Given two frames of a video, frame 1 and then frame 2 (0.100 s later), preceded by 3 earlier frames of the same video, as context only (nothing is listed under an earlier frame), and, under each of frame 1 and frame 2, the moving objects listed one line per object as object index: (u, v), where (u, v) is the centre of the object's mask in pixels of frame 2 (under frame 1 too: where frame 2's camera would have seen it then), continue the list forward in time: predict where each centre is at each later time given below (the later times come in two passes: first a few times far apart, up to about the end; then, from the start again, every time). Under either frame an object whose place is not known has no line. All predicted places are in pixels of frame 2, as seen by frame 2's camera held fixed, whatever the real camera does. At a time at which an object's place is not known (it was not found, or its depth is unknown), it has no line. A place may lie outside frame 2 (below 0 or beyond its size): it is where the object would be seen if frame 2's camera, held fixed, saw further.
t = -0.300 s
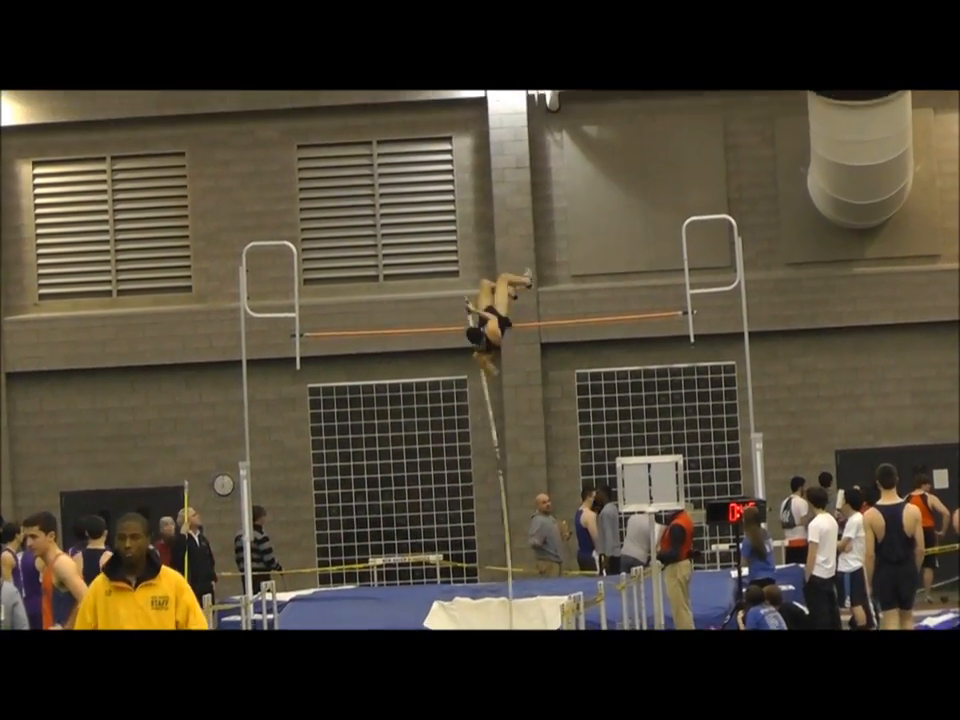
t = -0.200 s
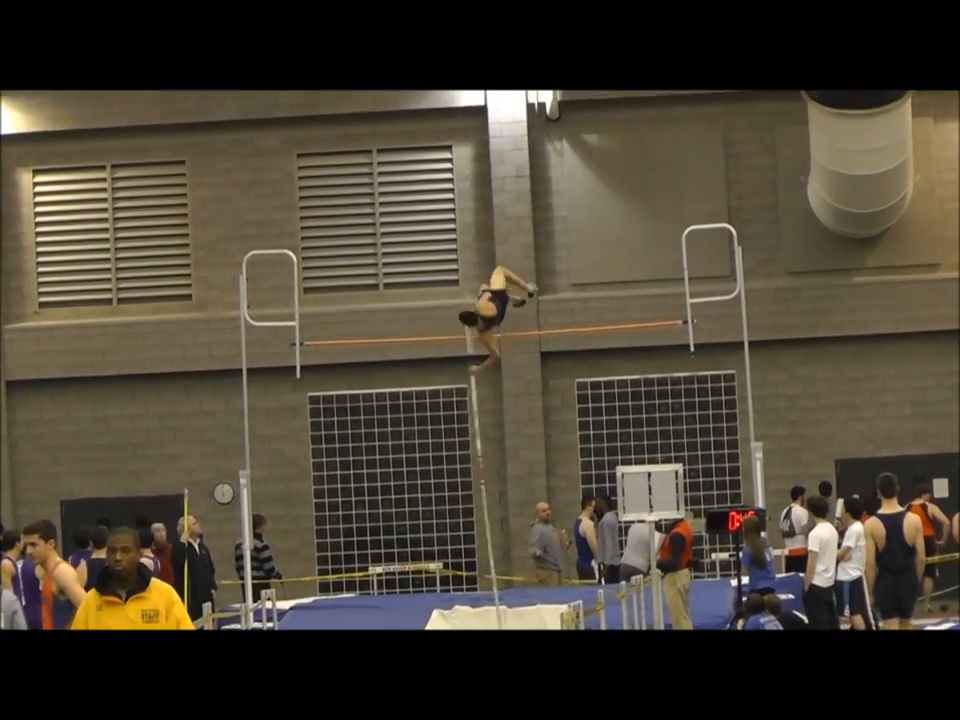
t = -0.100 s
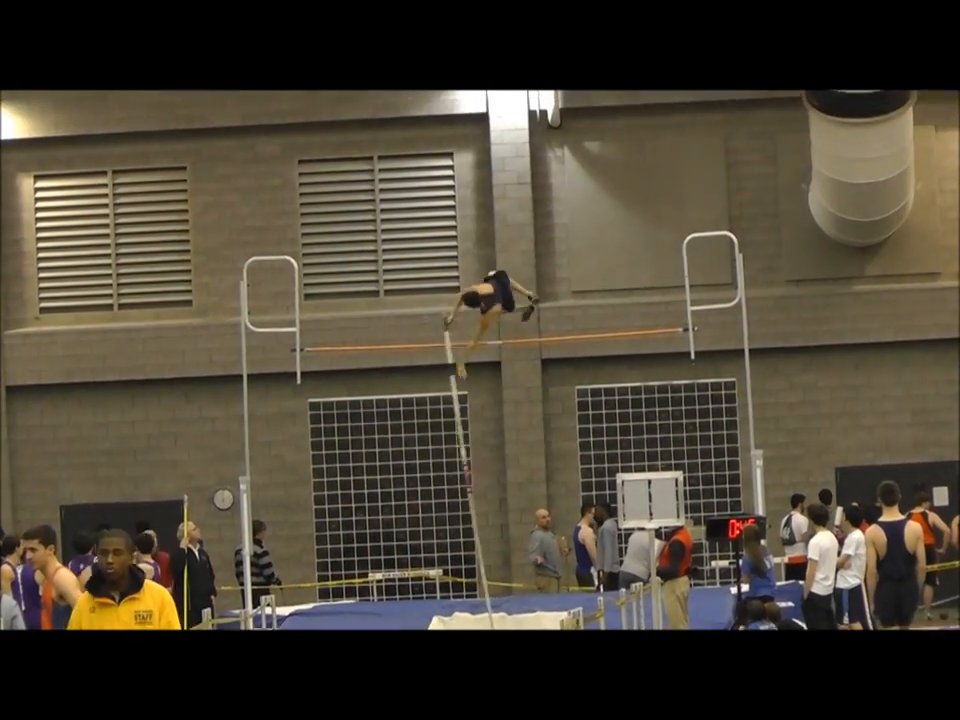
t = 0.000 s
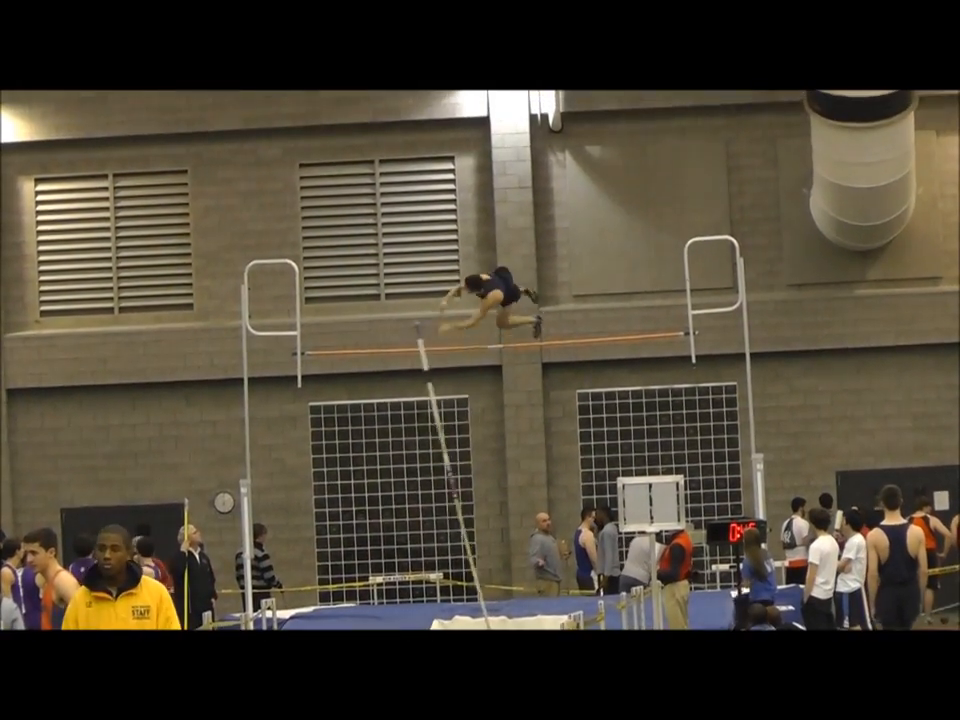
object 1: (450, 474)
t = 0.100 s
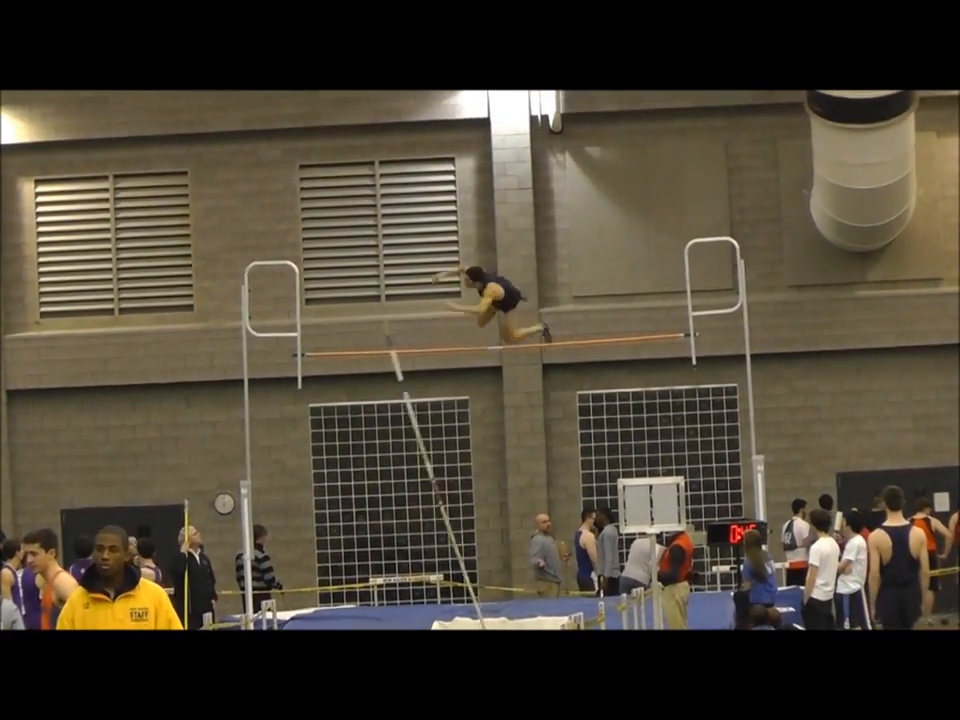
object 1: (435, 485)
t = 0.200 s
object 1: (415, 488)
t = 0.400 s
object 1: (378, 520)
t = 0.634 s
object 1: (378, 612)
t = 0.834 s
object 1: (361, 648)
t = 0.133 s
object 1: (428, 484)
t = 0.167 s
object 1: (431, 508)
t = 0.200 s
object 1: (415, 488)
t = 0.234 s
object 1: (409, 492)
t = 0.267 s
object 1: (402, 495)
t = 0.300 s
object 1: (398, 503)
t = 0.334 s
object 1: (394, 512)
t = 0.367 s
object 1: (395, 528)
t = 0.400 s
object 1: (378, 520)
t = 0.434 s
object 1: (376, 534)
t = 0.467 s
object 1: (378, 552)
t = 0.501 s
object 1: (372, 559)
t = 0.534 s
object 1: (364, 566)
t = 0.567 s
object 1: (360, 577)
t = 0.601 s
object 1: (372, 599)
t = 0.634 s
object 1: (378, 612)
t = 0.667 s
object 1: (335, 601)
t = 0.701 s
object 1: (310, 606)
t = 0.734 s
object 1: (355, 626)
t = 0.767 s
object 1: (355, 634)
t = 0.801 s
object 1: (358, 642)
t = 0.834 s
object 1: (361, 648)
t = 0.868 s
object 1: (348, 654)
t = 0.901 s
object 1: (348, 646)
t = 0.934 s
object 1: (389, 630)
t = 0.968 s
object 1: (400, 625)
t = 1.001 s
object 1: (389, 626)
